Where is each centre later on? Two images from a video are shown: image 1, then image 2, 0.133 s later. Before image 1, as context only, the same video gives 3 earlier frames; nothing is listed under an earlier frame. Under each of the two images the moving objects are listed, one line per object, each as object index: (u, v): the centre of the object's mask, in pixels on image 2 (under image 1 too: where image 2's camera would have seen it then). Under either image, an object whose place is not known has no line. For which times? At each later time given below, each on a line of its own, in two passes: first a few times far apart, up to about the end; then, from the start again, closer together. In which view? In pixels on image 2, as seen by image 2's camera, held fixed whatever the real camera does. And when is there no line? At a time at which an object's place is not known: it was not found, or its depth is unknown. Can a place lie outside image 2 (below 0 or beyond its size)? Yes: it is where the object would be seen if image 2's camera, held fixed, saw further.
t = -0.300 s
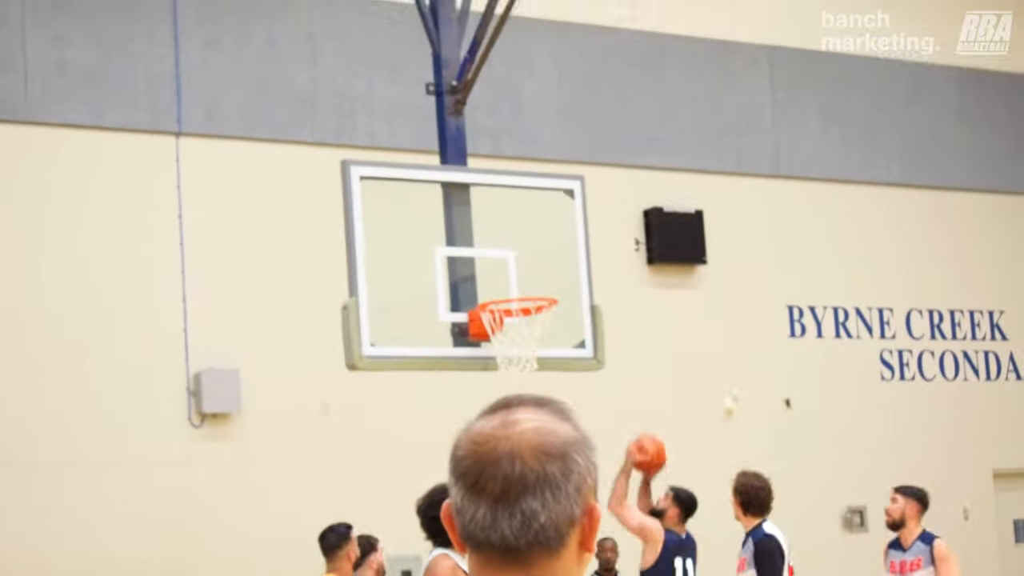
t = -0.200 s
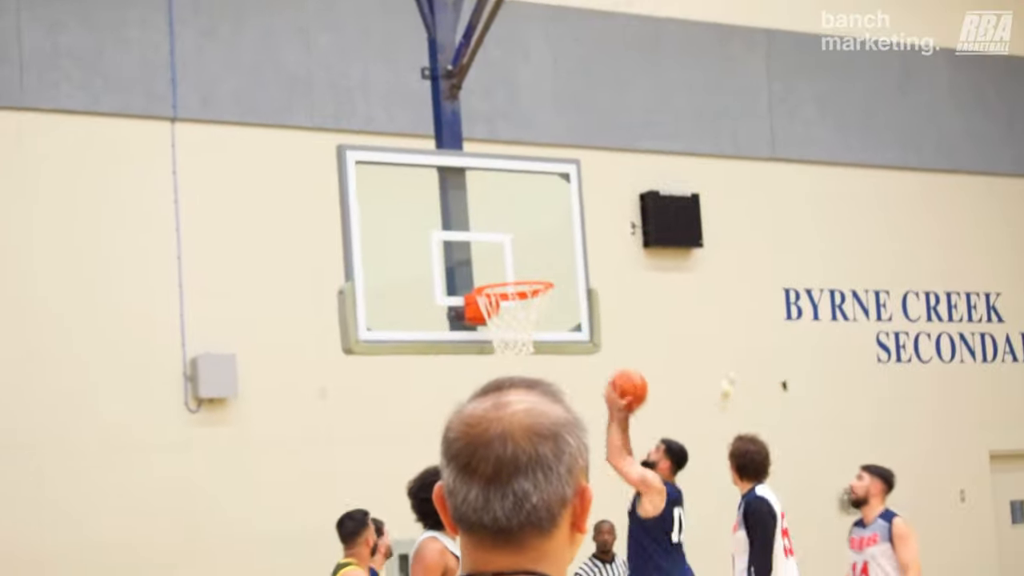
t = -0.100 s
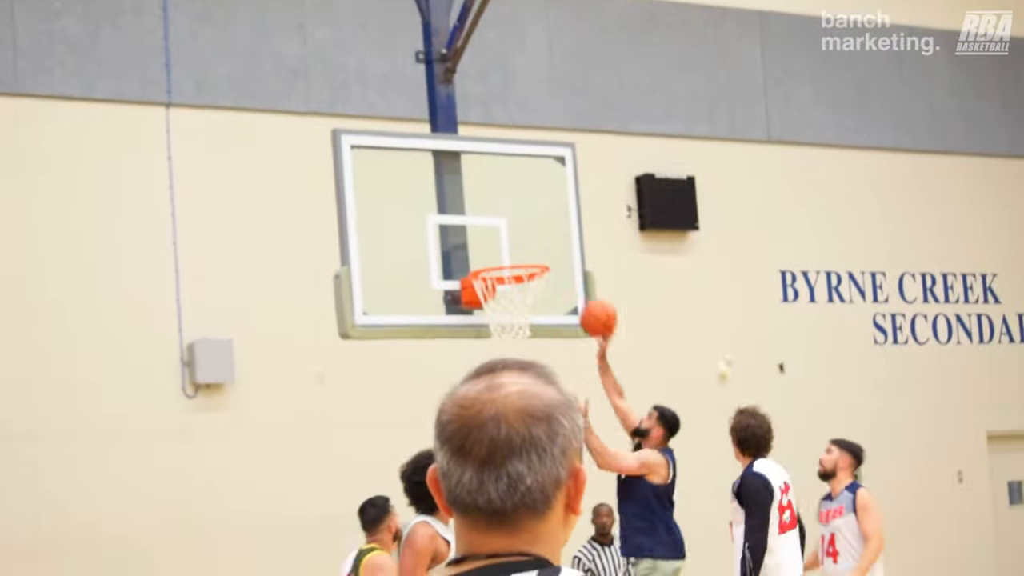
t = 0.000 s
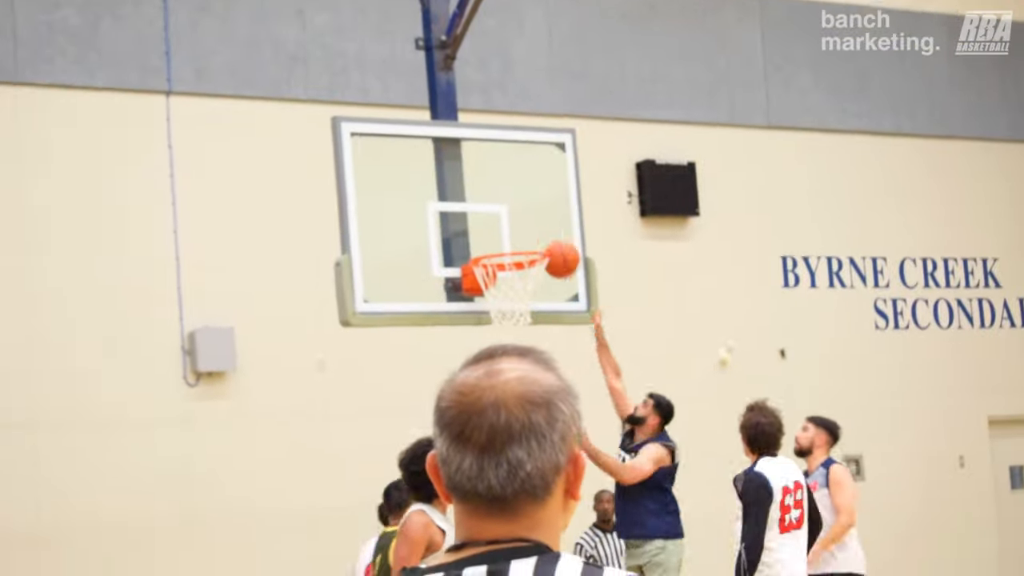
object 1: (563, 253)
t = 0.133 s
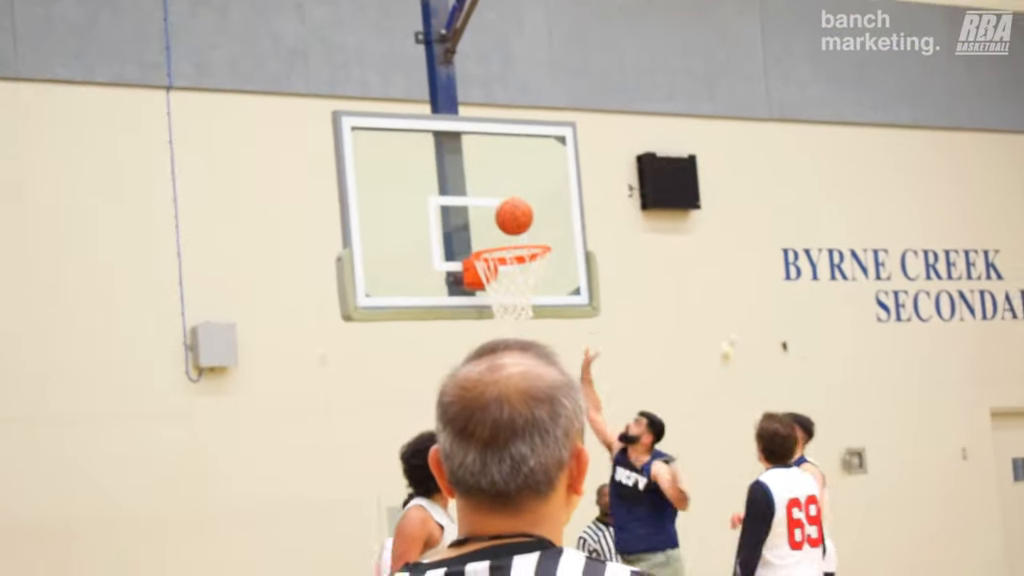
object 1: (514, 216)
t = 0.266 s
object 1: (496, 205)
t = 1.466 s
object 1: (502, 333)
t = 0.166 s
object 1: (502, 211)
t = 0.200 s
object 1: (499, 208)
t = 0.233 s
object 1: (497, 205)
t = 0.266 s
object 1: (496, 205)
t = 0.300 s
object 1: (494, 206)
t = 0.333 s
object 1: (493, 209)
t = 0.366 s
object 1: (492, 215)
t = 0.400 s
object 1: (491, 221)
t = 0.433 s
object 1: (490, 230)
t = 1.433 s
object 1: (506, 326)
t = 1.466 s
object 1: (502, 333)
